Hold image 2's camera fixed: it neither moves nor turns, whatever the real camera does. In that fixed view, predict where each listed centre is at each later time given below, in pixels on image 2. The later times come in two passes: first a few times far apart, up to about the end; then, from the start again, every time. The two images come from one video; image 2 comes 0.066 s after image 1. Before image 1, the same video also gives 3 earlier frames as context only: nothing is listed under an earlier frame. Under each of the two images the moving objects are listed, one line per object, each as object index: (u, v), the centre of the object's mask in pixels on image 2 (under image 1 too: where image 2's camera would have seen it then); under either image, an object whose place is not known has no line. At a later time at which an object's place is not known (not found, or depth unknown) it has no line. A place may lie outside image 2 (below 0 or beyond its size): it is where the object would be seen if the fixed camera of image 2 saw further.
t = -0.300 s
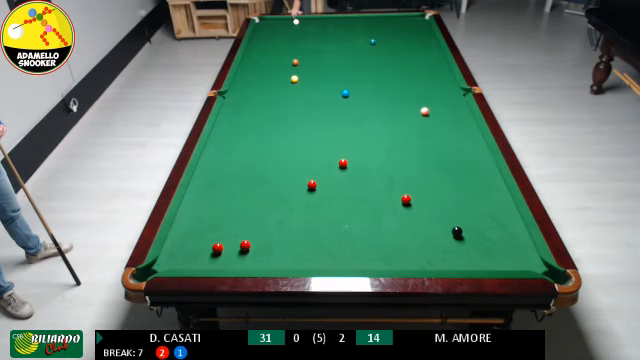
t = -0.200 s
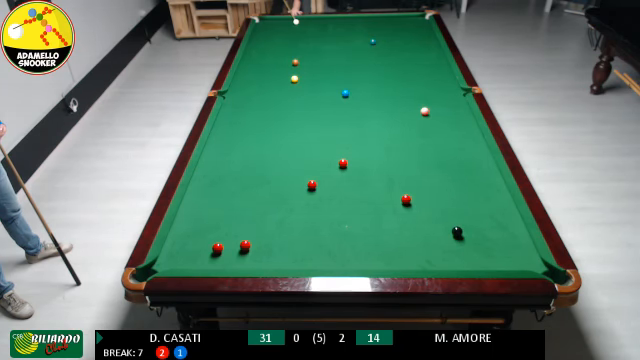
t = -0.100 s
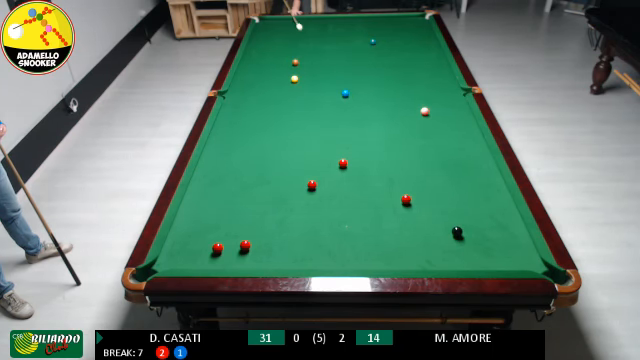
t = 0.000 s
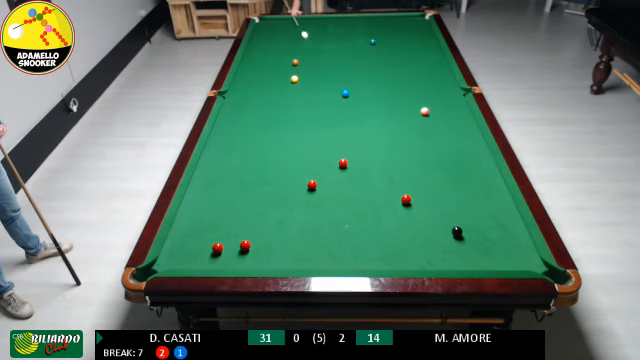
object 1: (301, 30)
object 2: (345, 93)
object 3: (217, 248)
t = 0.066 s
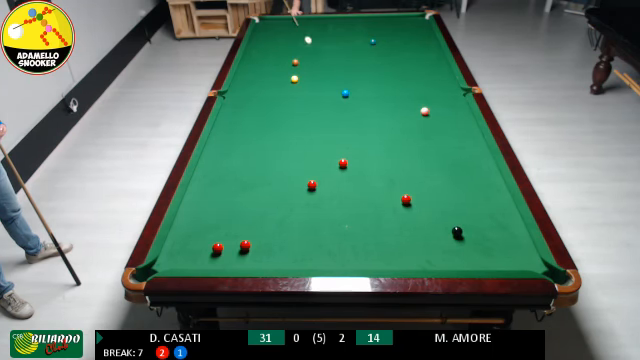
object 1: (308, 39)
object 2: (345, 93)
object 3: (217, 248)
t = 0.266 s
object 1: (319, 57)
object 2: (345, 93)
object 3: (217, 248)
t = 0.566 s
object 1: (340, 90)
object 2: (346, 93)
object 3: (217, 248)
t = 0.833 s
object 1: (327, 102)
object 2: (383, 116)
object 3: (217, 248)
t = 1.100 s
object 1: (315, 118)
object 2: (418, 137)
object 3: (217, 248)
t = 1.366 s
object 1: (303, 135)
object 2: (458, 160)
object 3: (217, 248)
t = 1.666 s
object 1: (288, 156)
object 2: (501, 191)
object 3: (217, 248)
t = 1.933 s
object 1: (274, 176)
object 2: (490, 216)
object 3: (217, 248)
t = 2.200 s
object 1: (258, 197)
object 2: (480, 243)
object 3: (217, 248)
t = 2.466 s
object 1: (242, 221)
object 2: (465, 262)
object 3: (217, 248)
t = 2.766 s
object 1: (227, 245)
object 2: (439, 243)
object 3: (211, 253)
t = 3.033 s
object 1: (230, 254)
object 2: (418, 228)
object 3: (194, 264)
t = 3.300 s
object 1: (232, 262)
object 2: (400, 215)
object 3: (188, 259)
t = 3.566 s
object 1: (236, 263)
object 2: (384, 204)
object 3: (183, 253)
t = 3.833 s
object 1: (240, 259)
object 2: (368, 193)
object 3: (179, 248)
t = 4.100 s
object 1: (242, 256)
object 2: (355, 185)
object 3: (176, 244)
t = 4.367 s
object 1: (244, 255)
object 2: (344, 177)
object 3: (173, 241)
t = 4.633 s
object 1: (245, 254)
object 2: (334, 171)
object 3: (171, 239)
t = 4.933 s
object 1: (245, 254)
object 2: (325, 165)
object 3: (172, 238)
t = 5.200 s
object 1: (245, 254)
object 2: (317, 160)
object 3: (172, 238)
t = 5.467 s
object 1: (245, 254)
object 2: (310, 156)
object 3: (172, 237)
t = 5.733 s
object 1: (245, 254)
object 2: (305, 152)
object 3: (172, 237)
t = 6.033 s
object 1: (245, 254)
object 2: (299, 149)
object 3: (172, 237)
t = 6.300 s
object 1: (245, 254)
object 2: (295, 147)
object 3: (172, 237)
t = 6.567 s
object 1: (245, 254)
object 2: (292, 145)
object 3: (172, 238)
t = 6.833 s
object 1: (245, 255)
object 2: (290, 143)
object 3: (172, 237)
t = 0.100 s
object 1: (310, 42)
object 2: (345, 93)
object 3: (217, 248)
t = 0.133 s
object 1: (312, 45)
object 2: (345, 93)
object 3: (217, 248)
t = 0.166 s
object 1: (313, 48)
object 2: (345, 93)
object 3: (217, 248)
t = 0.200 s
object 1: (315, 51)
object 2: (345, 93)
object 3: (217, 248)
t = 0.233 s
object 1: (317, 54)
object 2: (345, 93)
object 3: (217, 248)
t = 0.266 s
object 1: (319, 57)
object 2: (345, 93)
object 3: (217, 248)
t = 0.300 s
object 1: (322, 60)
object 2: (345, 93)
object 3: (217, 248)
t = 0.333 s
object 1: (324, 64)
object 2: (345, 93)
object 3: (217, 248)
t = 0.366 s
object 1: (326, 67)
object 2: (345, 93)
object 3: (217, 248)
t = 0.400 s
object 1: (328, 71)
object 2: (345, 93)
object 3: (217, 248)
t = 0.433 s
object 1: (331, 74)
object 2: (345, 93)
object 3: (217, 248)
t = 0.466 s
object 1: (333, 78)
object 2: (345, 93)
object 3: (217, 248)
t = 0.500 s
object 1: (336, 82)
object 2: (345, 93)
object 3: (217, 248)
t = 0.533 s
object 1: (338, 86)
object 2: (345, 93)
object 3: (217, 248)
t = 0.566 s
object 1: (340, 90)
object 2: (346, 93)
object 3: (217, 248)
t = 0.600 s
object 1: (339, 92)
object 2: (349, 96)
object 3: (217, 248)
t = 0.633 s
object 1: (336, 93)
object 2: (355, 99)
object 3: (217, 248)
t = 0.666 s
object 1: (334, 94)
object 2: (360, 102)
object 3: (217, 248)
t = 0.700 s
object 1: (333, 95)
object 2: (365, 105)
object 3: (217, 248)
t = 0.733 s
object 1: (331, 97)
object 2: (369, 108)
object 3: (217, 248)
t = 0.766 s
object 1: (329, 99)
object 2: (374, 110)
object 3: (217, 248)
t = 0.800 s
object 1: (328, 100)
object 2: (378, 113)
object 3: (217, 248)
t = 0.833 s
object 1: (327, 102)
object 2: (383, 116)
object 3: (217, 248)
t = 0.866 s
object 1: (325, 104)
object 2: (387, 118)
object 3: (217, 248)
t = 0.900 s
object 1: (324, 106)
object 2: (391, 121)
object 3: (217, 248)
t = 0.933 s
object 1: (323, 108)
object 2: (395, 123)
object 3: (217, 248)
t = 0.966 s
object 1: (321, 110)
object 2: (400, 126)
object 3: (217, 248)
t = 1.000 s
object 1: (320, 112)
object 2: (404, 128)
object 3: (217, 248)
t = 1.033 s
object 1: (318, 114)
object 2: (409, 132)
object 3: (217, 248)
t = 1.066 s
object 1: (317, 116)
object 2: (413, 134)
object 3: (217, 248)
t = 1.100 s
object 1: (315, 118)
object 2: (418, 137)
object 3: (217, 248)
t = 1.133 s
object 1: (314, 120)
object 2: (423, 140)
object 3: (217, 248)
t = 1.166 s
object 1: (312, 122)
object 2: (427, 142)
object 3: (217, 248)
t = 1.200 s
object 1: (311, 124)
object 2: (432, 145)
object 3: (217, 248)
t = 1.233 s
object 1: (309, 127)
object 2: (437, 149)
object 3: (217, 248)
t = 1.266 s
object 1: (308, 128)
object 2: (442, 152)
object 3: (217, 248)
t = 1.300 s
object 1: (306, 131)
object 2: (447, 154)
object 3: (217, 248)
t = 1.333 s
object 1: (305, 133)
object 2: (452, 157)
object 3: (217, 248)
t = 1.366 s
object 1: (303, 135)
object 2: (458, 160)
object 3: (217, 248)
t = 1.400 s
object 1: (302, 137)
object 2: (463, 164)
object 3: (217, 248)
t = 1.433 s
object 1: (300, 139)
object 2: (469, 167)
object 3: (217, 248)
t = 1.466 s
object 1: (298, 142)
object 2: (474, 171)
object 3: (217, 248)
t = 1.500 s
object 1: (297, 144)
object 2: (480, 174)
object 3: (217, 248)
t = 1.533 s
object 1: (295, 146)
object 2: (486, 177)
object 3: (217, 248)
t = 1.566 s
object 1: (294, 148)
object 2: (492, 181)
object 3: (217, 248)
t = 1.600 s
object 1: (292, 151)
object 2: (498, 184)
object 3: (217, 248)
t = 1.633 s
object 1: (290, 153)
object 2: (502, 188)
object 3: (217, 248)
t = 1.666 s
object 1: (288, 156)
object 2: (501, 191)
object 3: (217, 248)
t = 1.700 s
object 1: (287, 158)
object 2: (499, 194)
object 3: (217, 248)
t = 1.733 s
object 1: (285, 160)
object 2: (497, 197)
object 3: (217, 248)
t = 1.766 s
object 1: (283, 163)
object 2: (496, 200)
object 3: (217, 248)
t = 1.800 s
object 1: (281, 166)
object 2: (495, 203)
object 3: (217, 248)
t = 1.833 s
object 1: (280, 168)
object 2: (494, 206)
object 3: (217, 248)
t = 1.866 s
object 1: (278, 171)
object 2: (493, 209)
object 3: (217, 248)
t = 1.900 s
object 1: (276, 173)
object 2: (491, 212)
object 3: (217, 248)
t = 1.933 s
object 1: (274, 176)
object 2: (490, 216)
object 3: (217, 248)
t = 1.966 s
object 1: (272, 178)
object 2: (489, 218)
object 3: (217, 248)
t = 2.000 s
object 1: (270, 181)
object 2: (488, 222)
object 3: (217, 248)
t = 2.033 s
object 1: (268, 184)
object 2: (486, 225)
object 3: (217, 248)
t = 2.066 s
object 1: (266, 186)
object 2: (485, 229)
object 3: (217, 248)
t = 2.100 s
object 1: (264, 189)
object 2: (484, 233)
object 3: (217, 248)
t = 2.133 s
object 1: (263, 191)
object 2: (483, 236)
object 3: (217, 248)
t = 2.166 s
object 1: (260, 194)
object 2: (481, 239)
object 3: (217, 248)
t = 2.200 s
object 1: (258, 197)
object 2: (480, 243)
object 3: (217, 248)
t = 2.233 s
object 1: (257, 200)
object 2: (478, 247)
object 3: (217, 248)
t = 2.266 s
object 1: (255, 203)
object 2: (477, 250)
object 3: (217, 248)
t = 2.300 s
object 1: (252, 206)
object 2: (476, 254)
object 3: (217, 248)
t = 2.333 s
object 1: (250, 209)
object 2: (474, 258)
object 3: (217, 248)
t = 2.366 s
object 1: (248, 212)
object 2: (472, 262)
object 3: (217, 248)
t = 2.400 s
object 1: (246, 215)
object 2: (471, 265)
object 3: (217, 248)
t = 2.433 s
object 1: (244, 217)
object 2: (468, 265)
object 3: (217, 248)
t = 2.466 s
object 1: (242, 221)
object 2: (465, 262)
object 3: (217, 248)
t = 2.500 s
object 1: (239, 224)
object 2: (462, 260)
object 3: (217, 248)
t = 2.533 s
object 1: (237, 227)
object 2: (459, 258)
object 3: (217, 248)
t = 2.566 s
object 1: (235, 230)
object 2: (456, 256)
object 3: (217, 248)
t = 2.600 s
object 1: (233, 233)
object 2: (453, 254)
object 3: (217, 248)
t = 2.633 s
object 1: (230, 236)
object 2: (450, 251)
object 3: (217, 248)
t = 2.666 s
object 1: (228, 240)
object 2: (447, 249)
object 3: (217, 248)
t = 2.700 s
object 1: (226, 242)
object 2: (444, 247)
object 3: (217, 248)
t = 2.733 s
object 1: (226, 243)
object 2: (441, 245)
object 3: (214, 250)
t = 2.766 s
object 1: (227, 245)
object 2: (439, 243)
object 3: (211, 253)
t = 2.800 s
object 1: (227, 246)
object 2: (436, 241)
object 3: (209, 255)
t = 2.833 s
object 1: (228, 247)
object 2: (433, 239)
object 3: (207, 256)
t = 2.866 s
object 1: (228, 248)
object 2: (431, 237)
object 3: (204, 258)
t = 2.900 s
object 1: (228, 249)
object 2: (428, 235)
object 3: (202, 259)
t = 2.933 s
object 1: (229, 250)
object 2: (426, 233)
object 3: (201, 261)
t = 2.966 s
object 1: (229, 251)
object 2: (423, 232)
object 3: (199, 262)
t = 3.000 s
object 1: (229, 253)
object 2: (421, 230)
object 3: (197, 263)
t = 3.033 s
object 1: (230, 254)
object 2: (418, 228)
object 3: (194, 264)
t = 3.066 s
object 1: (230, 255)
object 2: (416, 226)
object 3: (193, 264)
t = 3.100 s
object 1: (230, 256)
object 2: (413, 225)
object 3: (193, 263)
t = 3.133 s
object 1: (231, 257)
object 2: (411, 223)
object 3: (192, 263)
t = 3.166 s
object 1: (231, 258)
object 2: (409, 221)
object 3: (191, 262)
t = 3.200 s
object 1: (231, 259)
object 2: (407, 220)
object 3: (190, 262)
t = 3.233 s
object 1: (232, 260)
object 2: (404, 218)
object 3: (190, 261)
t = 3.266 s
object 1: (232, 261)
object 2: (402, 217)
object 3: (189, 260)
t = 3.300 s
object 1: (232, 262)
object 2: (400, 215)
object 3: (188, 259)
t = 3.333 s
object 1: (233, 263)
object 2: (398, 214)
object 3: (188, 259)
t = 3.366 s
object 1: (233, 263)
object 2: (396, 212)
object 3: (187, 258)
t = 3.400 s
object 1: (233, 264)
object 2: (393, 211)
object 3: (186, 257)
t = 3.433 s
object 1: (234, 265)
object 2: (392, 210)
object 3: (186, 256)
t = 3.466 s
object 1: (234, 264)
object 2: (390, 208)
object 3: (185, 256)
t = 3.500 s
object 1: (235, 263)
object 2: (387, 207)
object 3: (185, 255)
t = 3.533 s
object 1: (235, 263)
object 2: (386, 205)
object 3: (184, 254)
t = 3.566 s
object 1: (236, 263)
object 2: (384, 204)
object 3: (183, 253)
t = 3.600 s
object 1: (236, 263)
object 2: (382, 203)
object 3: (183, 253)
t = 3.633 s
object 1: (237, 262)
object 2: (380, 201)
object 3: (182, 252)
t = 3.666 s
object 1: (237, 262)
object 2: (378, 200)
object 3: (182, 251)
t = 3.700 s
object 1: (238, 262)
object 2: (376, 199)
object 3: (181, 251)
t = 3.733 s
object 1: (238, 261)
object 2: (373, 197)
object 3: (180, 250)
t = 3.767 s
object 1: (239, 261)
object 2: (371, 196)
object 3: (180, 249)
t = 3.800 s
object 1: (239, 260)
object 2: (369, 195)
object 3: (179, 249)
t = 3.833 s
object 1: (240, 259)
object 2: (368, 193)
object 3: (179, 248)
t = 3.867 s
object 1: (240, 259)
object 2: (366, 192)
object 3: (178, 247)
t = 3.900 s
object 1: (241, 258)
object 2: (364, 191)
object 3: (178, 247)
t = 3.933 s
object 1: (241, 258)
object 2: (363, 190)
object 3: (177, 246)
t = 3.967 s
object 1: (241, 258)
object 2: (361, 189)
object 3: (177, 246)
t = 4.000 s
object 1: (242, 257)
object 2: (359, 188)
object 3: (177, 245)
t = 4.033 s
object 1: (242, 257)
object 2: (358, 187)
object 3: (176, 245)
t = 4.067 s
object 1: (242, 257)
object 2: (356, 186)
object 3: (176, 244)
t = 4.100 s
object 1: (242, 256)
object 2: (355, 185)
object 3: (176, 244)
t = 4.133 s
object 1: (243, 256)
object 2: (353, 184)
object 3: (175, 244)
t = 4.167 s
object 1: (243, 256)
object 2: (352, 183)
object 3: (175, 244)
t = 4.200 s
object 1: (243, 256)
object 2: (351, 182)
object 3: (174, 243)
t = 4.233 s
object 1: (243, 255)
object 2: (349, 181)
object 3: (174, 243)
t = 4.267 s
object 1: (244, 255)
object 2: (348, 180)
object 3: (173, 242)
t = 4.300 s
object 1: (244, 255)
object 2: (347, 180)
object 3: (173, 242)
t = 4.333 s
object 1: (244, 255)
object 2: (345, 179)
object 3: (173, 241)
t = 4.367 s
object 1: (244, 255)
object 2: (344, 177)
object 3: (173, 241)
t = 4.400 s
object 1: (244, 255)
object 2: (343, 177)
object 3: (172, 241)
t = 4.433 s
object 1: (245, 255)
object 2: (342, 176)
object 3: (172, 241)
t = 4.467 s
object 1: (245, 254)
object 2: (340, 175)
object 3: (172, 240)
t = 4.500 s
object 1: (245, 254)
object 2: (339, 174)
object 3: (171, 240)
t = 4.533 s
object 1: (245, 254)
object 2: (338, 174)
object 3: (171, 239)
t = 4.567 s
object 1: (245, 254)
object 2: (336, 173)
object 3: (171, 239)
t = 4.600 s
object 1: (245, 254)
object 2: (335, 172)
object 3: (171, 239)
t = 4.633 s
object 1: (245, 254)
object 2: (334, 171)
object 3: (171, 239)
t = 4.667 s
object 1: (245, 254)
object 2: (333, 171)
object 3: (171, 238)
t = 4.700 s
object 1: (245, 254)
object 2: (332, 170)
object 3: (171, 238)
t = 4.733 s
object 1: (245, 254)
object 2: (331, 169)
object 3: (171, 238)
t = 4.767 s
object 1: (245, 254)
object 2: (330, 168)
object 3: (172, 238)
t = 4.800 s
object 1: (245, 254)
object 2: (329, 167)
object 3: (172, 238)
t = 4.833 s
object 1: (245, 254)
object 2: (328, 167)
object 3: (172, 238)
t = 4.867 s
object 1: (245, 254)
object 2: (327, 166)
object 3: (172, 238)
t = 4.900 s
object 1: (245, 254)
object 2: (326, 166)
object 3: (172, 238)
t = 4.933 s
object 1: (245, 254)
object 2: (325, 165)
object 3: (172, 238)
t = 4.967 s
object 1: (245, 254)
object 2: (324, 164)
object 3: (172, 237)
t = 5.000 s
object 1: (245, 254)
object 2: (323, 164)
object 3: (172, 238)
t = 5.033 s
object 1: (245, 254)
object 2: (322, 163)
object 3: (172, 237)
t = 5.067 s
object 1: (245, 254)
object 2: (321, 162)
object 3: (172, 237)
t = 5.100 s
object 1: (245, 254)
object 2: (320, 162)
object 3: (172, 237)
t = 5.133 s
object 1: (245, 254)
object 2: (319, 161)
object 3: (172, 237)
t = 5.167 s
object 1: (245, 254)
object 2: (318, 161)
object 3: (172, 237)
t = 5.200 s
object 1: (245, 254)
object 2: (317, 160)
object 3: (172, 238)
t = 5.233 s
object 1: (245, 254)
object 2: (316, 159)
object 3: (172, 237)
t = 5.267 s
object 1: (245, 254)
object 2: (315, 159)
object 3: (172, 237)
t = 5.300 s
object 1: (245, 254)
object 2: (314, 158)
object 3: (172, 237)
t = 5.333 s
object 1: (245, 254)
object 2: (314, 158)
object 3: (172, 237)
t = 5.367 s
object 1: (245, 254)
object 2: (313, 157)
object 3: (172, 237)
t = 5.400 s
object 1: (245, 254)
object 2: (312, 157)
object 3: (172, 238)
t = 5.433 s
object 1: (245, 254)
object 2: (311, 156)
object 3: (172, 237)
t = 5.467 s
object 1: (245, 254)
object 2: (310, 156)
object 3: (172, 237)
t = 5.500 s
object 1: (245, 254)
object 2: (310, 155)
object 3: (172, 237)
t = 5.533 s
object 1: (245, 254)
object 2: (309, 155)
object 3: (172, 237)
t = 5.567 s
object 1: (245, 254)
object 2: (308, 154)
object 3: (172, 237)
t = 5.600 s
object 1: (245, 254)
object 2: (308, 154)
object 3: (172, 237)
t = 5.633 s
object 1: (245, 254)
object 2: (307, 153)
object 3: (172, 237)
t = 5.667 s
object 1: (245, 254)
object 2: (306, 153)
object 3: (172, 237)
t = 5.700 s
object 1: (245, 254)
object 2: (306, 153)
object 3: (172, 237)
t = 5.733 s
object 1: (245, 254)
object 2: (305, 152)
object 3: (172, 237)
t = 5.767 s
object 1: (245, 254)
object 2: (304, 152)
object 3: (172, 237)
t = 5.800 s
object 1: (245, 254)
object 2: (304, 151)
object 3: (172, 237)
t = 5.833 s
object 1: (245, 254)
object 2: (303, 151)
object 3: (172, 237)
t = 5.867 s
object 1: (245, 254)
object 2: (302, 151)
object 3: (172, 237)
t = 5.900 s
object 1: (245, 254)
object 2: (302, 150)
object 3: (172, 237)
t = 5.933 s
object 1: (245, 254)
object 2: (301, 150)
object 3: (172, 237)
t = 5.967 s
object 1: (245, 254)
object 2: (301, 149)
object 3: (172, 237)
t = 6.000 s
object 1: (245, 254)
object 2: (300, 149)
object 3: (172, 237)
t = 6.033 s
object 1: (245, 254)
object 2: (299, 149)
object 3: (172, 237)
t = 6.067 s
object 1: (245, 254)
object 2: (299, 149)
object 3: (172, 237)
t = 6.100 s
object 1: (245, 254)
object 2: (298, 148)
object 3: (172, 237)
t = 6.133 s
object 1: (245, 254)
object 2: (298, 148)
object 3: (172, 237)
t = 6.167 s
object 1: (245, 254)
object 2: (297, 148)
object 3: (172, 237)
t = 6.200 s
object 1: (245, 254)
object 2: (297, 148)
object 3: (172, 237)
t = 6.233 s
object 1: (245, 254)
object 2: (296, 147)
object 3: (172, 237)
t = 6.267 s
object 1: (245, 254)
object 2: (296, 147)
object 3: (172, 237)
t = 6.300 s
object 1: (245, 254)
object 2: (295, 147)
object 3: (172, 237)
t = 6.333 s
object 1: (245, 254)
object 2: (295, 146)
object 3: (172, 237)
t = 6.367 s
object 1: (245, 254)
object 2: (295, 146)
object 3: (172, 237)
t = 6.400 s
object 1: (245, 254)
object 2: (294, 146)
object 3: (172, 237)
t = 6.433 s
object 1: (245, 254)
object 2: (294, 146)
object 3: (172, 237)
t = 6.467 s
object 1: (245, 254)
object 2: (293, 145)
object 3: (172, 237)
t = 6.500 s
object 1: (245, 254)
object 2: (293, 145)
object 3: (172, 237)
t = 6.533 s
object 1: (245, 254)
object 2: (293, 145)
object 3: (172, 237)
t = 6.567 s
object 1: (245, 254)
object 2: (292, 145)
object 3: (172, 238)
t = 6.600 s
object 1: (245, 254)
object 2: (292, 144)
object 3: (172, 238)
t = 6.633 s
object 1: (245, 254)
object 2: (292, 144)
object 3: (172, 237)
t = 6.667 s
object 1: (245, 254)
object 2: (291, 144)
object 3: (172, 237)
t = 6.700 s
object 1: (245, 255)
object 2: (291, 144)
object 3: (172, 237)
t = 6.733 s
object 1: (245, 254)
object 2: (291, 144)
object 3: (172, 237)
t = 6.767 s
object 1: (245, 255)
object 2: (290, 144)
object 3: (172, 237)
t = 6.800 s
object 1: (245, 254)
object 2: (290, 143)
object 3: (172, 237)
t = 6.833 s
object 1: (245, 255)
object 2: (290, 143)
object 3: (172, 237)
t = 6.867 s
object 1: (245, 254)
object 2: (289, 143)
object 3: (172, 237)
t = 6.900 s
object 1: (245, 254)
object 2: (289, 143)
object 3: (172, 237)
